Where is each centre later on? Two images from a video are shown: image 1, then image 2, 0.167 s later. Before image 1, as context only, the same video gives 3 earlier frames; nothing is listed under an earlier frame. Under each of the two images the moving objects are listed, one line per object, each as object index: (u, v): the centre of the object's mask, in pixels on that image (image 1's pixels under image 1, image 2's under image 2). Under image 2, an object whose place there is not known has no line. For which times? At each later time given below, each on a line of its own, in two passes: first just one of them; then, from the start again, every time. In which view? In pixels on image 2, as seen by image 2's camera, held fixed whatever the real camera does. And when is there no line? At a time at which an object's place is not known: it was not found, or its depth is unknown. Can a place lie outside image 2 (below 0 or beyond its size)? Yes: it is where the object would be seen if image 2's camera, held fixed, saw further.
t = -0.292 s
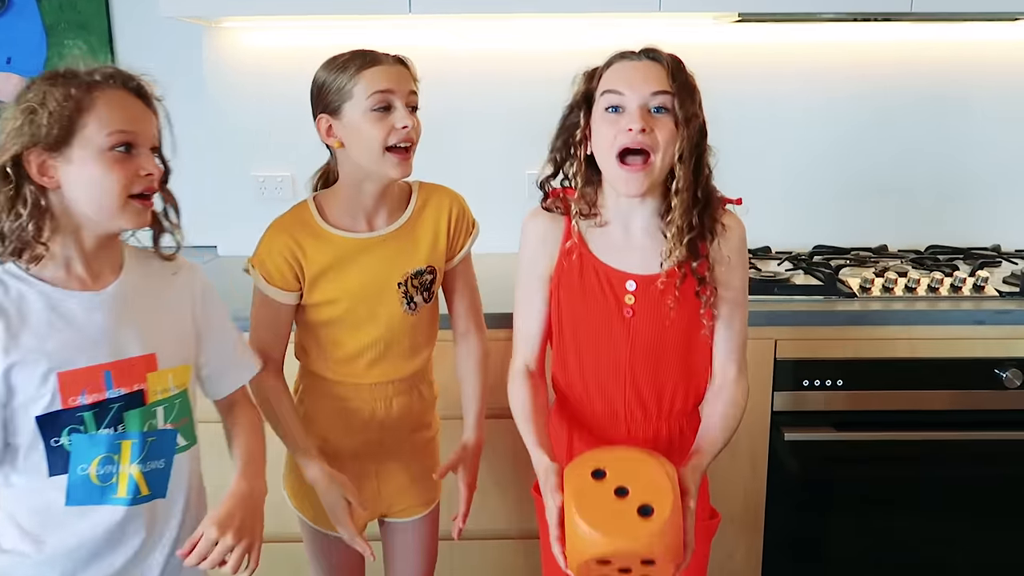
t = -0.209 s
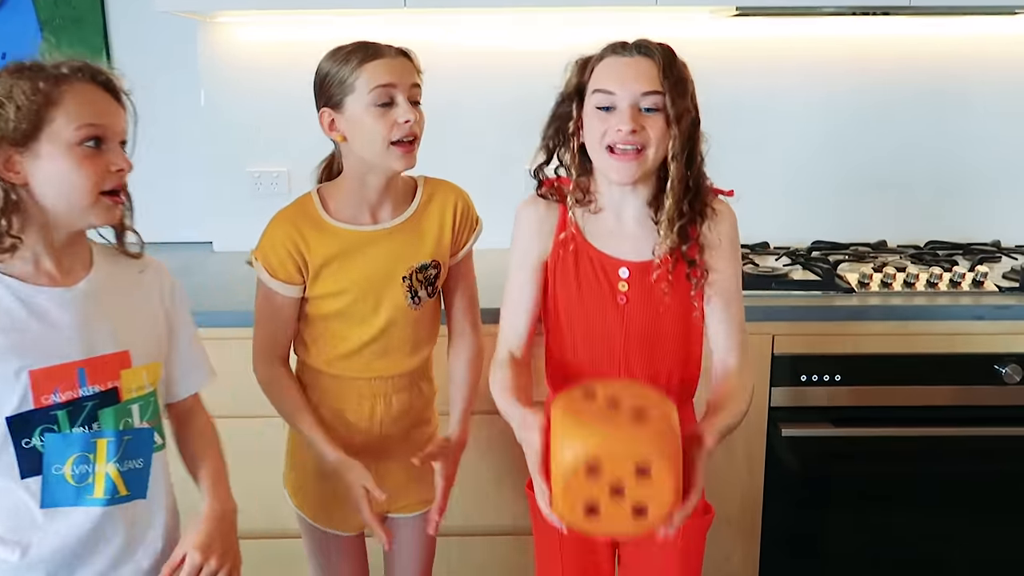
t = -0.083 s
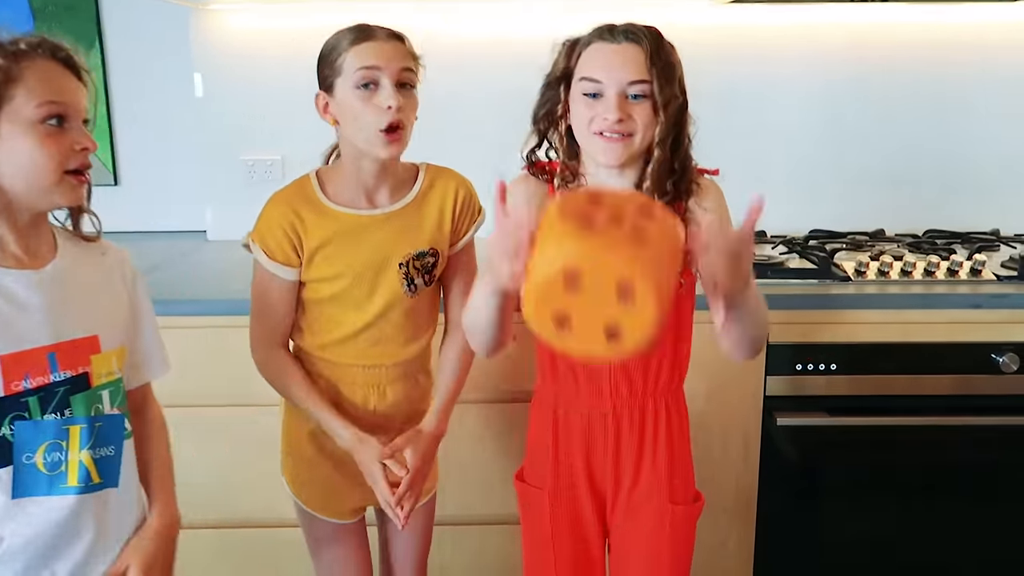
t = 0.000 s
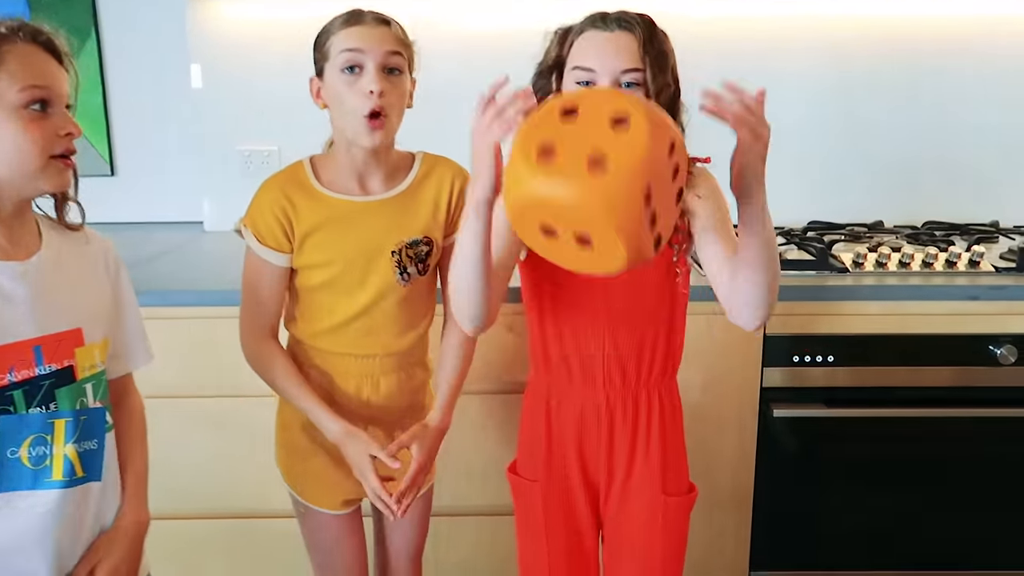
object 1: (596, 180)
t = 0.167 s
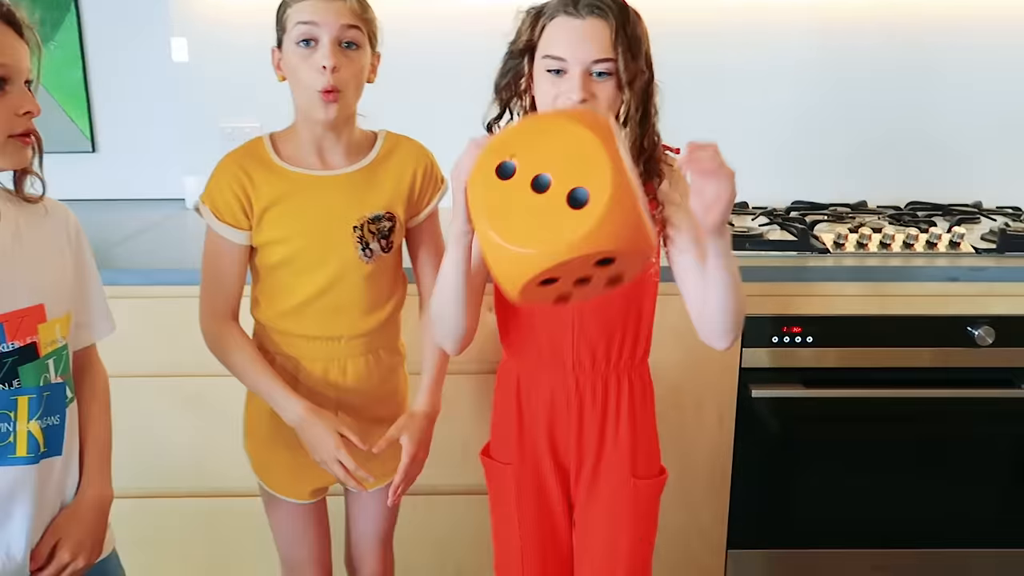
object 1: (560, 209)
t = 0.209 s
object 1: (561, 267)
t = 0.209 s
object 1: (561, 267)
